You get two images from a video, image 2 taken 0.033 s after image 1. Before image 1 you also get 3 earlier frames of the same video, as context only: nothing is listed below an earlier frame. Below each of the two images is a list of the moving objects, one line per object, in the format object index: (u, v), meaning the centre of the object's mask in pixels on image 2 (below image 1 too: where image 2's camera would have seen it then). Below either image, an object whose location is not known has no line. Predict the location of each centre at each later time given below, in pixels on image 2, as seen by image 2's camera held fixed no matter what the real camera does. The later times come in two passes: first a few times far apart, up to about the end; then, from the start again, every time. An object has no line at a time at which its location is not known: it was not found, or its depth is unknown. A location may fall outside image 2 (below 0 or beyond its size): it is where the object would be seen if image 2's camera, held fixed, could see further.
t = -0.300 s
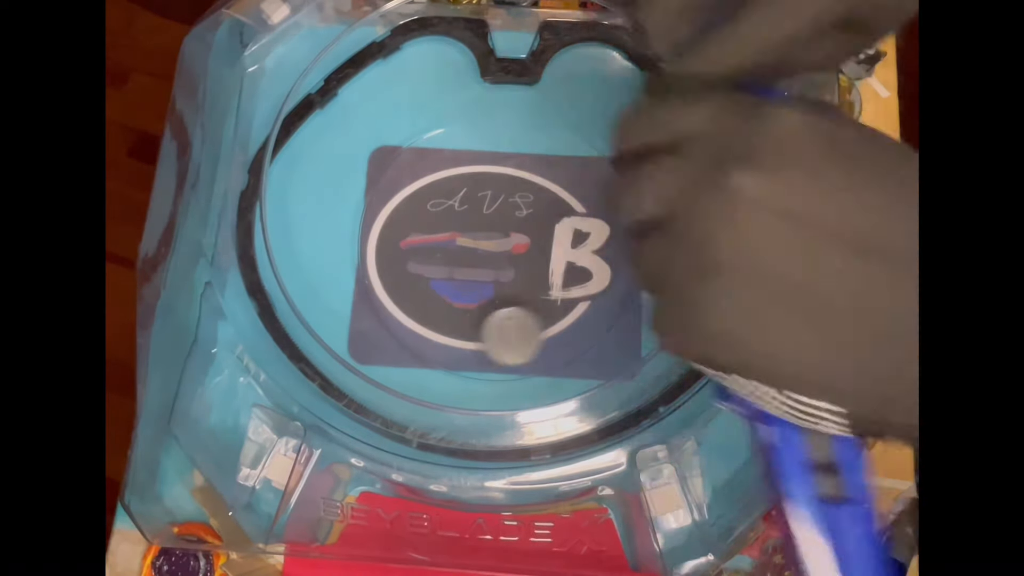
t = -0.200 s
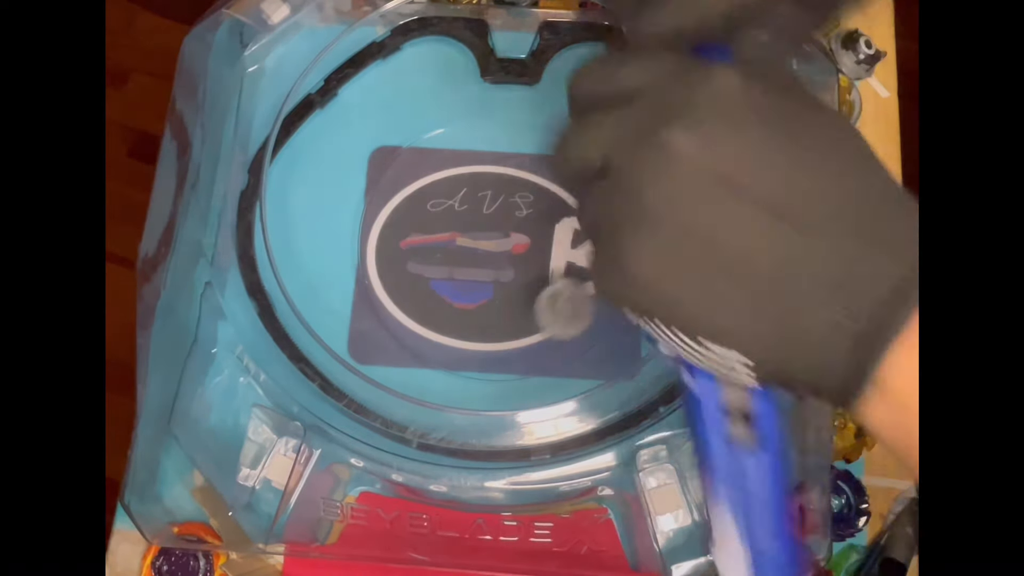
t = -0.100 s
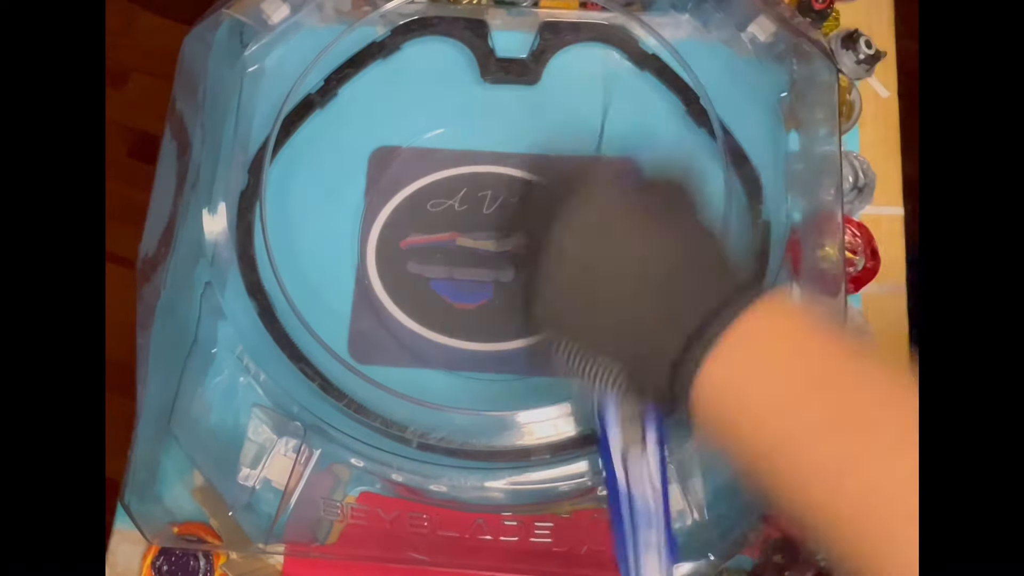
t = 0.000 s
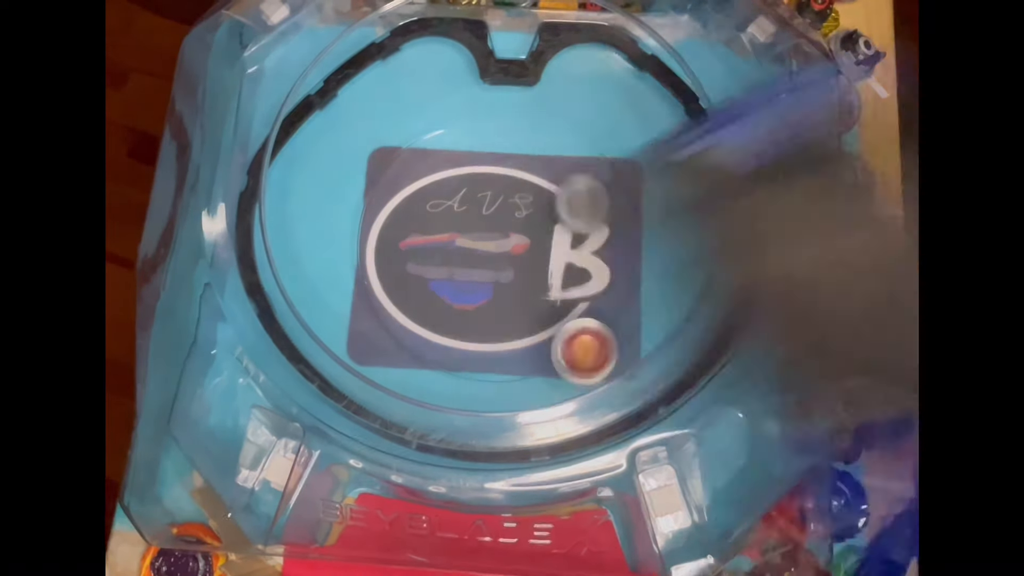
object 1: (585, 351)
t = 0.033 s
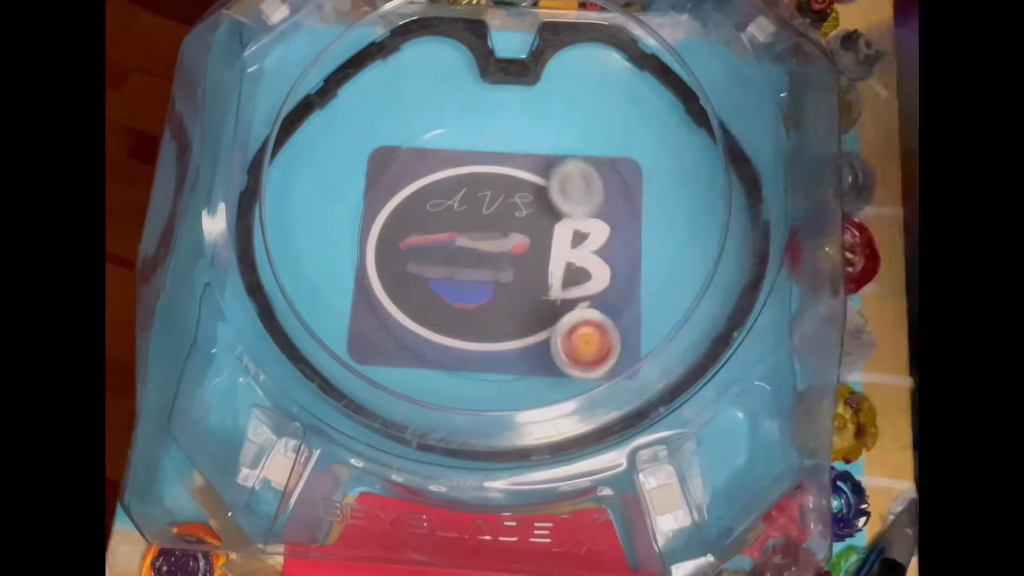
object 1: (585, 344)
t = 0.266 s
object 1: (573, 329)
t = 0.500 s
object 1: (532, 206)
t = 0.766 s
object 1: (360, 107)
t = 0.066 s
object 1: (585, 341)
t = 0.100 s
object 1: (584, 341)
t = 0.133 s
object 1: (582, 343)
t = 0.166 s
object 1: (578, 349)
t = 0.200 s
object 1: (575, 358)
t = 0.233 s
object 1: (574, 345)
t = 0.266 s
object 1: (573, 329)
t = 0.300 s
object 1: (571, 317)
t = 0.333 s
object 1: (569, 309)
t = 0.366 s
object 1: (566, 297)
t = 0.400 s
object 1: (561, 275)
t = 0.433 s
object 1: (555, 255)
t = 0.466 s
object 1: (543, 228)
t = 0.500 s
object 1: (532, 206)
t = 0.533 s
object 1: (516, 182)
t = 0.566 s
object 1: (498, 158)
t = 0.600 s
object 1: (477, 139)
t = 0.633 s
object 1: (453, 124)
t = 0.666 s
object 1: (429, 114)
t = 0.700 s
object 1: (407, 109)
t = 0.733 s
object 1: (384, 106)
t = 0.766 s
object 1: (360, 107)
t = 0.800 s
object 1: (336, 111)
